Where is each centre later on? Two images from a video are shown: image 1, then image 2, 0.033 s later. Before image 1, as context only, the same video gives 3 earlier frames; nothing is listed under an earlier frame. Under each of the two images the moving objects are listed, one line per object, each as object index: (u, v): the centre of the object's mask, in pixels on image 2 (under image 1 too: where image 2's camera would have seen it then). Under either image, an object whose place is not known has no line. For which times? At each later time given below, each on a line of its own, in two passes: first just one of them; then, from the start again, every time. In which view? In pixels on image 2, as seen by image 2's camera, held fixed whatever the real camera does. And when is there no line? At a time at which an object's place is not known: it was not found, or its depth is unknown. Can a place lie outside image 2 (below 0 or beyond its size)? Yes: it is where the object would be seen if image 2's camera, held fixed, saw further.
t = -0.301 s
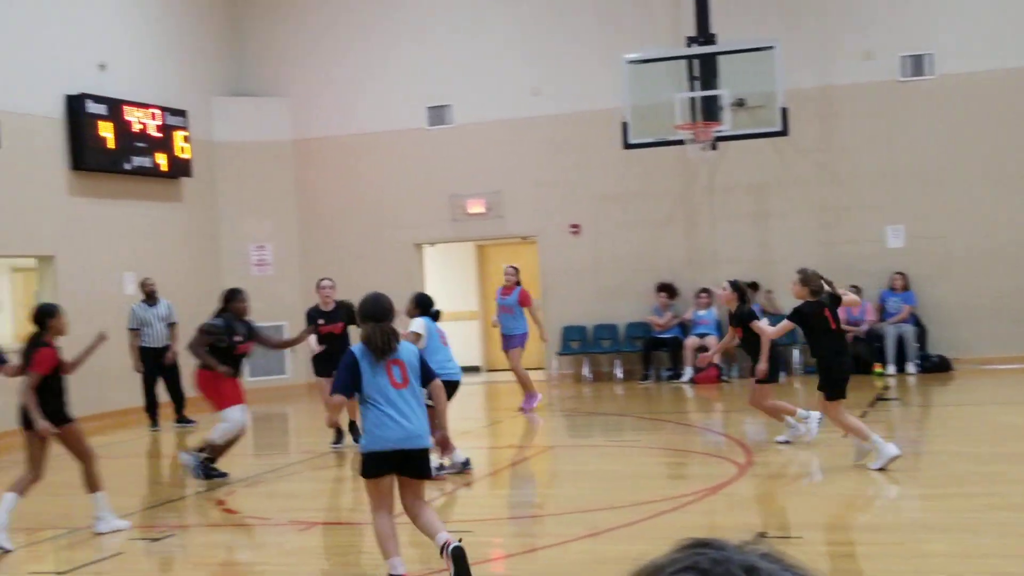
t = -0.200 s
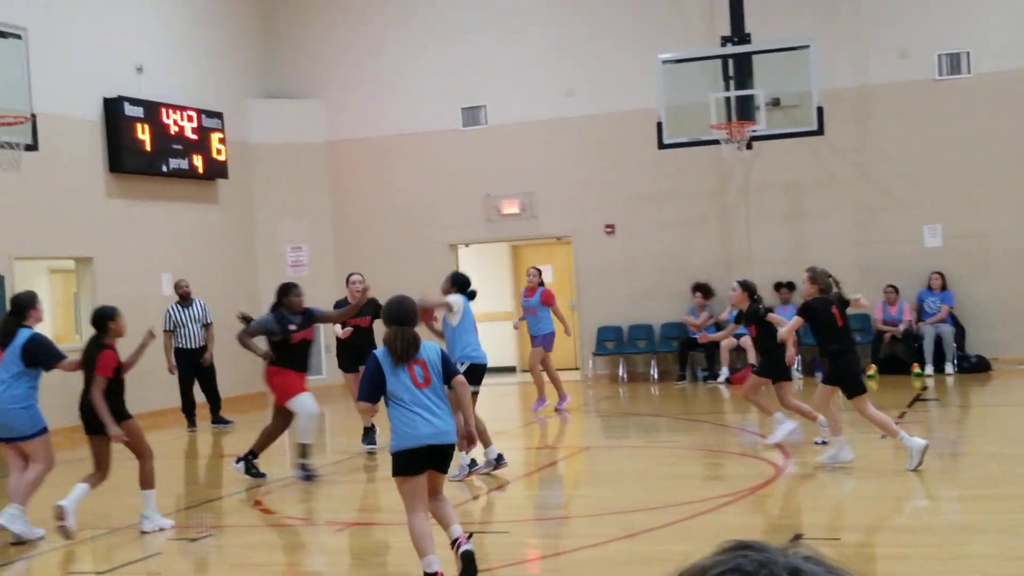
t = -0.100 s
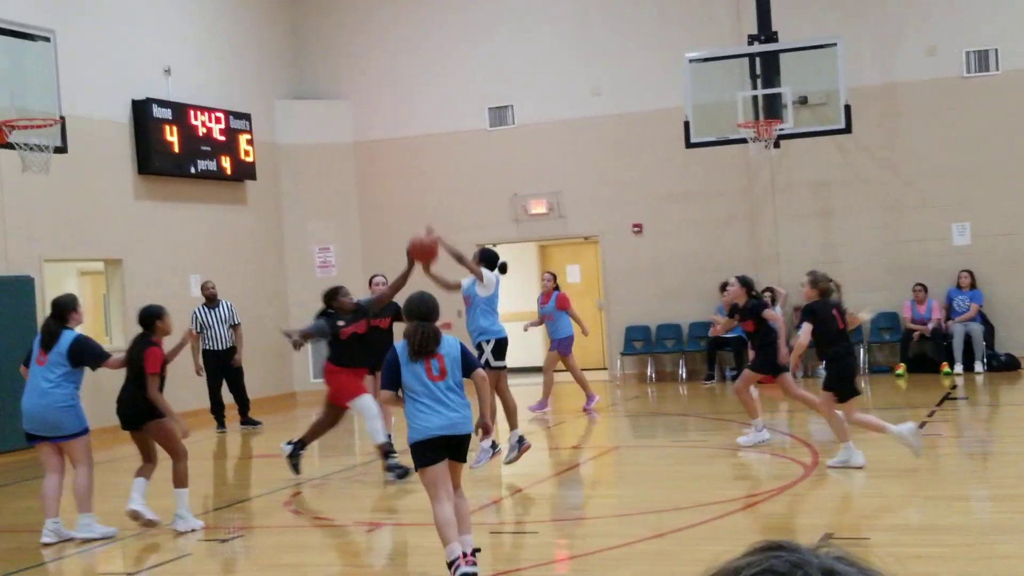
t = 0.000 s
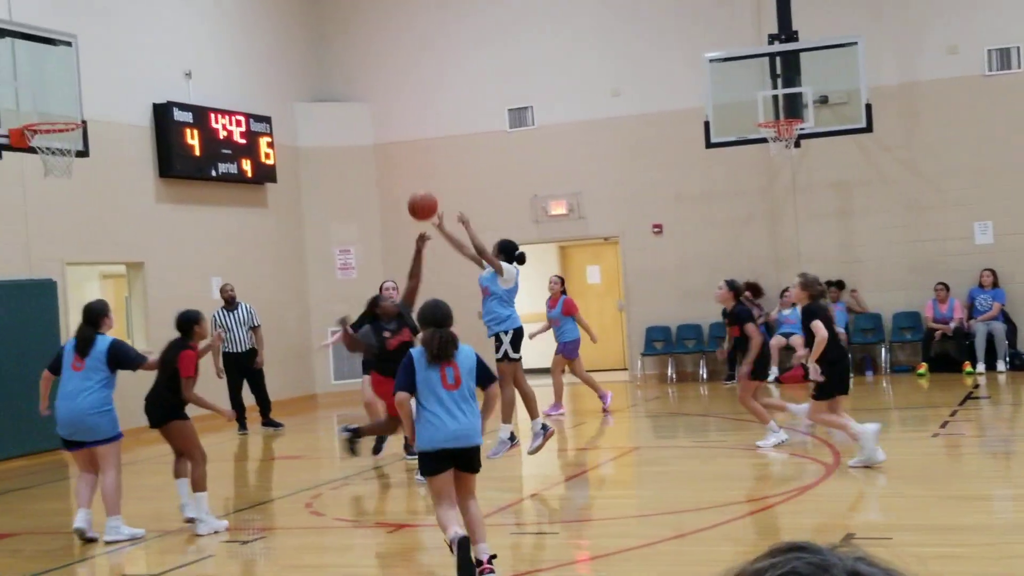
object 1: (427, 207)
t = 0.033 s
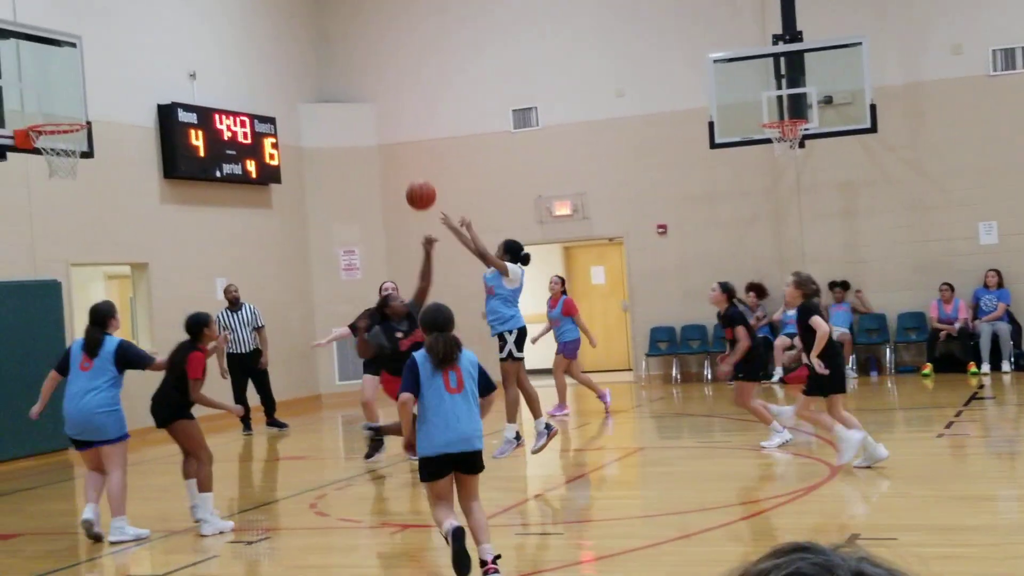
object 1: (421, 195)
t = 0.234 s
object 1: (386, 155)
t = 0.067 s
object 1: (415, 185)
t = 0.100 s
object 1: (409, 176)
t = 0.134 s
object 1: (402, 169)
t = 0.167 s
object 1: (397, 162)
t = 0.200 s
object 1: (391, 158)
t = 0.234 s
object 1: (386, 155)
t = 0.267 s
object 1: (381, 153)
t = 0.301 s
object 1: (375, 153)
